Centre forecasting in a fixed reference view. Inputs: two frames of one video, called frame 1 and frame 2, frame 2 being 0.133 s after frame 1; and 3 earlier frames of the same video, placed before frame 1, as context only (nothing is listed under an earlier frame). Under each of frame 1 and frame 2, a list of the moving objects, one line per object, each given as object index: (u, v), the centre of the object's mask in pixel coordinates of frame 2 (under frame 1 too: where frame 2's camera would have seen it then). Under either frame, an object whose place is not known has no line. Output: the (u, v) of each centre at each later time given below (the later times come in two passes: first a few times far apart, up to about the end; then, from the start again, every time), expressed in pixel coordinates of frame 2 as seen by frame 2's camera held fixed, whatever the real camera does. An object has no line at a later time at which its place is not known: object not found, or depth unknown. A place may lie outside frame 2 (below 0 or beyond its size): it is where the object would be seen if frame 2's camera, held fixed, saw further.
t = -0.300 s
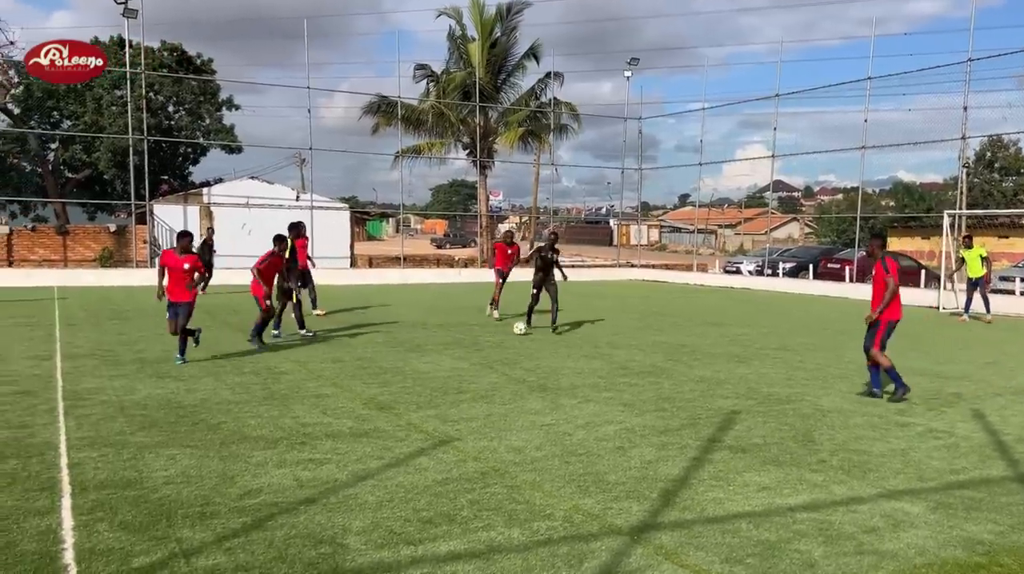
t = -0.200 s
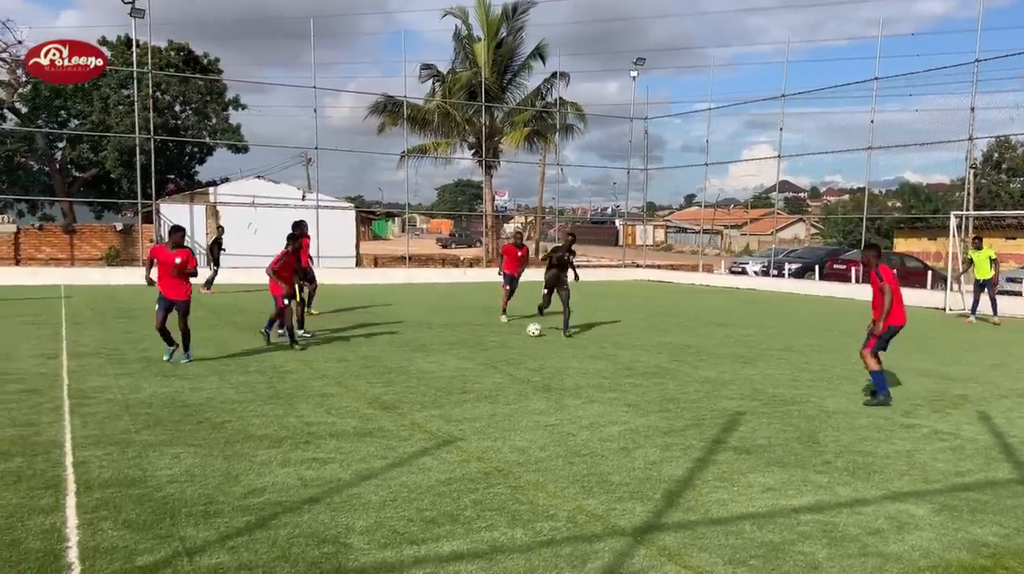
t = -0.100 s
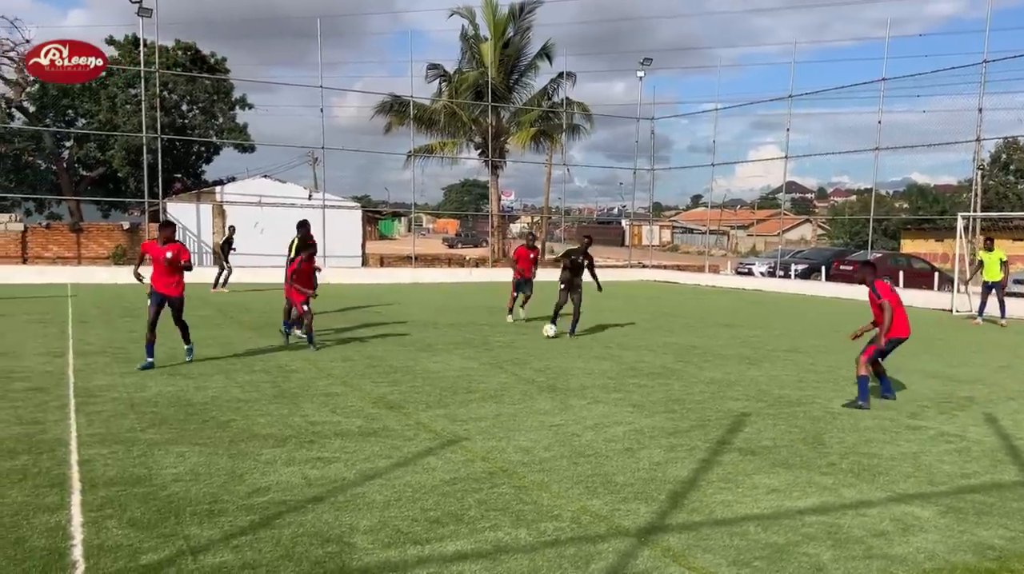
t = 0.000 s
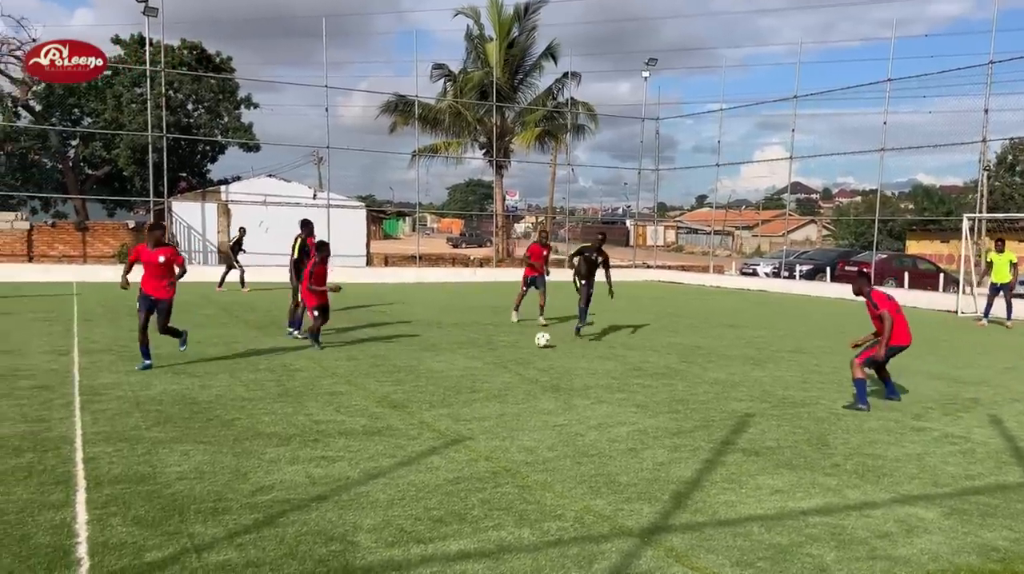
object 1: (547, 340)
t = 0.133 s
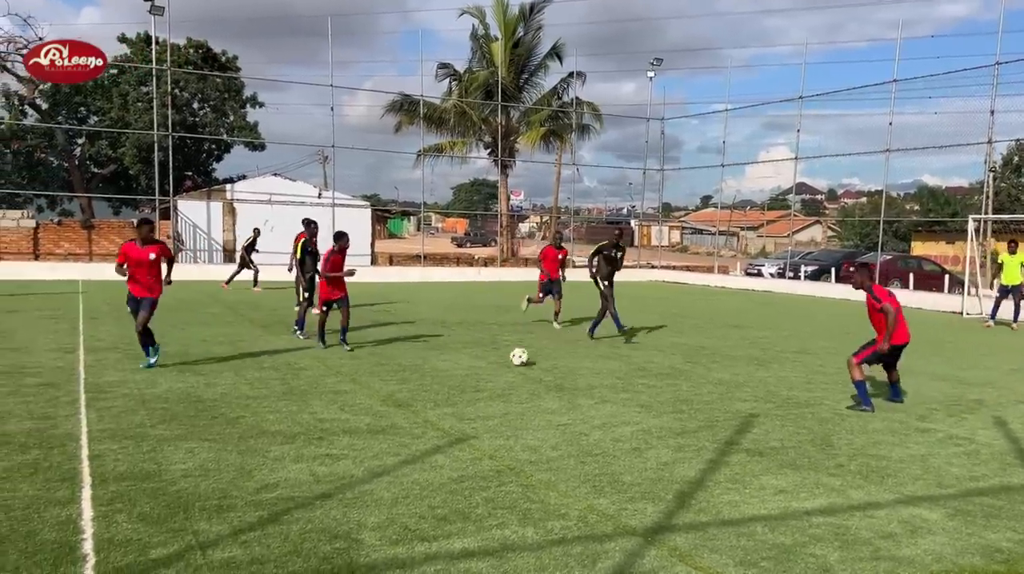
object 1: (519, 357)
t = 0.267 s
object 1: (482, 380)
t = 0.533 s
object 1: (358, 447)
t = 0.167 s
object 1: (511, 361)
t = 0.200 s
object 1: (502, 367)
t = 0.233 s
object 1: (493, 373)
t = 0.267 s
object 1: (482, 380)
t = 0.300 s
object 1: (470, 385)
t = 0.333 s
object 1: (459, 391)
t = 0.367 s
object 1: (446, 398)
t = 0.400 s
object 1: (430, 409)
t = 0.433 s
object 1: (415, 417)
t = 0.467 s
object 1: (398, 425)
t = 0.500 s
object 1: (379, 434)
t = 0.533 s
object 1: (358, 447)
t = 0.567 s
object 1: (337, 456)
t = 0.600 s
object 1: (314, 465)
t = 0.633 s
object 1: (290, 476)
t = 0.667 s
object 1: (259, 492)
